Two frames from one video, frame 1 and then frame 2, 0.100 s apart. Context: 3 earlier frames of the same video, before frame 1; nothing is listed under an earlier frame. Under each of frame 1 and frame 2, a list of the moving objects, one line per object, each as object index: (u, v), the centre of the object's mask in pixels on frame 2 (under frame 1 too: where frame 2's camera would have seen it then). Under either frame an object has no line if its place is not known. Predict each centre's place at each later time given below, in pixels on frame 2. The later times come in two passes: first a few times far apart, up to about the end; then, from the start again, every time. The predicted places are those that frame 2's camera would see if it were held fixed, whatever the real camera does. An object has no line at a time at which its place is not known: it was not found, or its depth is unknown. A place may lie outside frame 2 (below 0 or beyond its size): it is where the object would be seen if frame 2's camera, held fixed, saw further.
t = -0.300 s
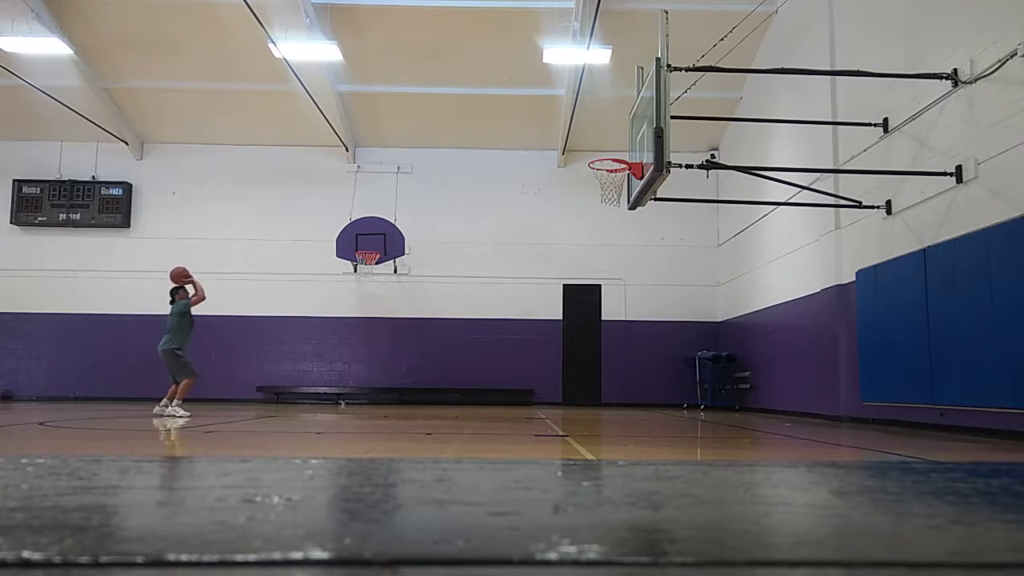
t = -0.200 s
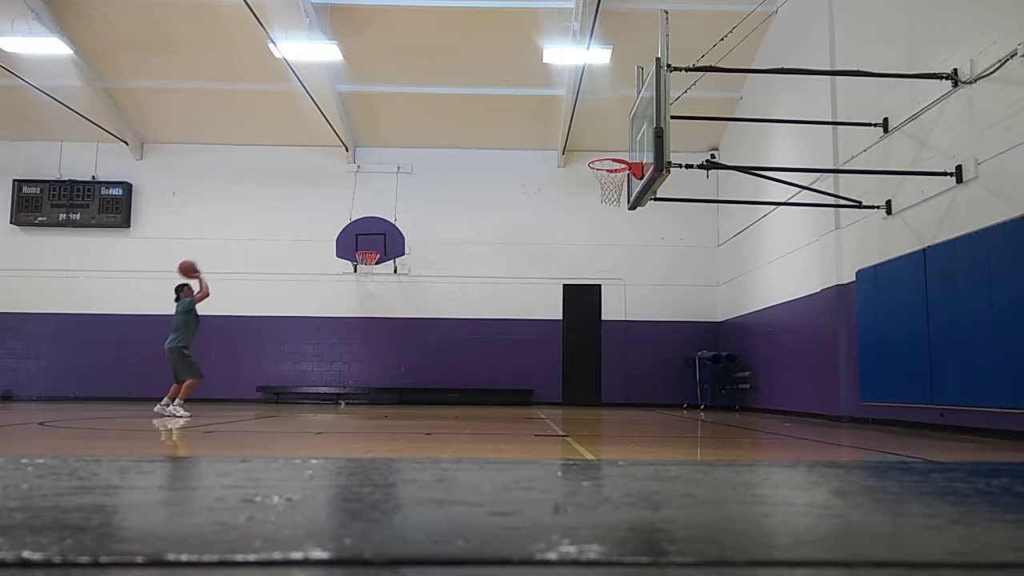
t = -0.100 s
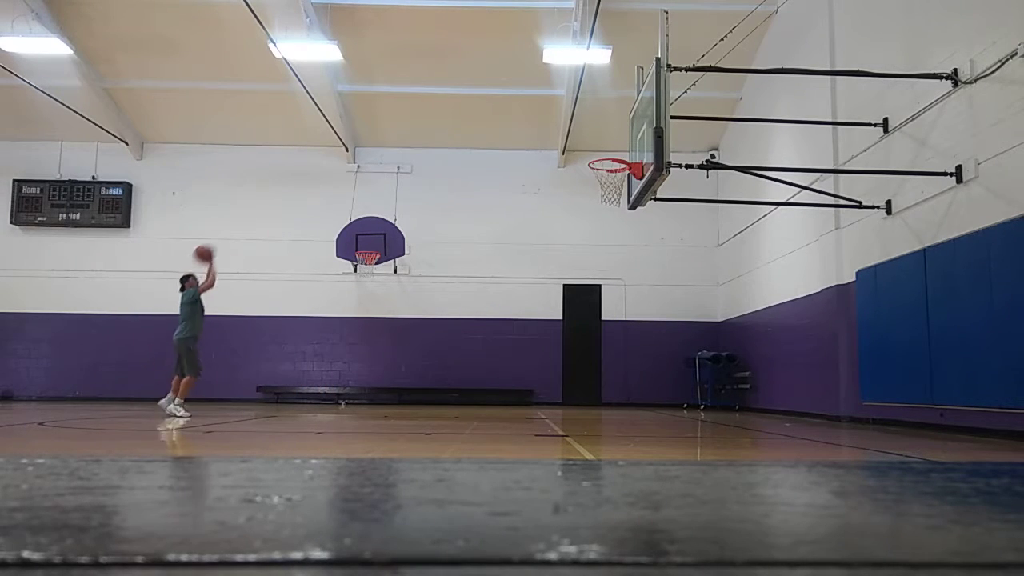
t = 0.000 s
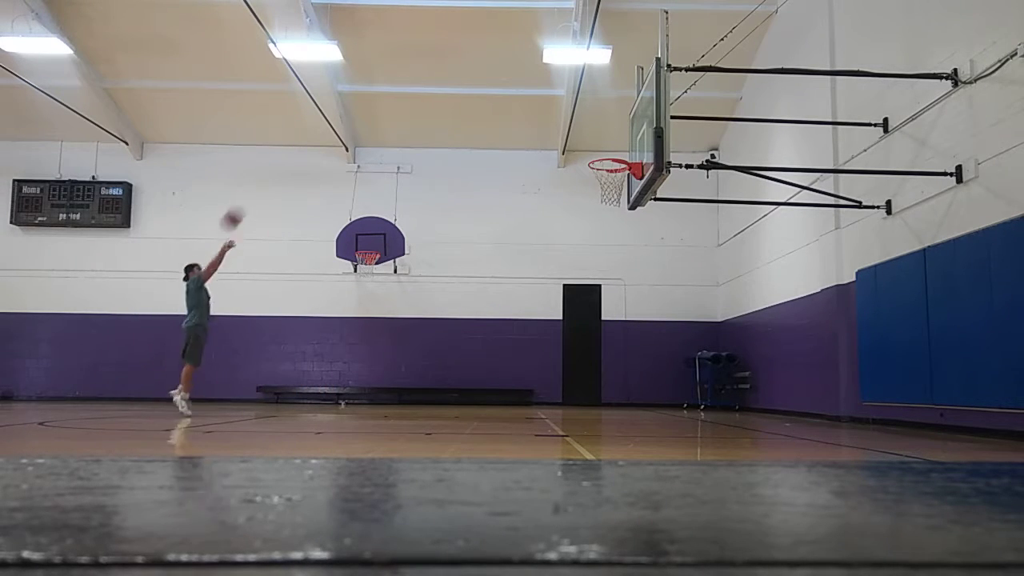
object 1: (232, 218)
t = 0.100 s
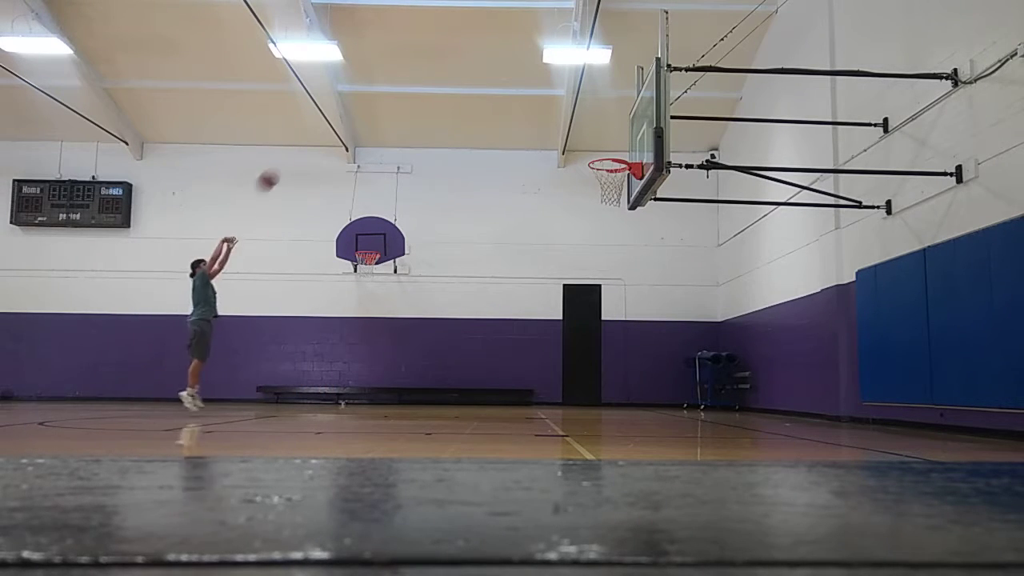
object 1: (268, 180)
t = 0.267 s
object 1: (324, 133)
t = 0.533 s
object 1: (417, 94)
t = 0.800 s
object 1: (509, 109)
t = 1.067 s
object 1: (576, 154)
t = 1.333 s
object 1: (524, 136)
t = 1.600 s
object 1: (479, 169)
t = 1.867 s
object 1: (437, 247)
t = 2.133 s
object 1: (396, 365)
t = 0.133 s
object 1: (279, 169)
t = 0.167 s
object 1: (291, 158)
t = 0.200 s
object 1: (302, 149)
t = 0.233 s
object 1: (314, 140)
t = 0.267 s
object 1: (324, 133)
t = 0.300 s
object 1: (338, 124)
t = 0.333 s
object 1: (349, 119)
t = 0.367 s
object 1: (359, 113)
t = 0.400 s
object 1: (370, 107)
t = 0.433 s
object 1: (382, 103)
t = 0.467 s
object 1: (393, 99)
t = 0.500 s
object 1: (404, 97)
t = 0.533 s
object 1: (417, 94)
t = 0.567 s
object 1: (428, 93)
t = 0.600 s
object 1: (440, 93)
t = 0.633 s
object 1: (452, 94)
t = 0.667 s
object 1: (463, 95)
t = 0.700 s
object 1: (474, 97)
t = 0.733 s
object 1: (485, 100)
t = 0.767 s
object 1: (498, 104)
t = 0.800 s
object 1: (509, 109)
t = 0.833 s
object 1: (521, 115)
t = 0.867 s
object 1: (533, 122)
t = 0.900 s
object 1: (545, 129)
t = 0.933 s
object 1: (555, 136)
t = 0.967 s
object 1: (569, 148)
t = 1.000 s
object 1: (580, 156)
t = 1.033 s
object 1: (583, 160)
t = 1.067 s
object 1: (576, 154)
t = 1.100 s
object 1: (570, 149)
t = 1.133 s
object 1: (563, 144)
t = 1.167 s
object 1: (555, 140)
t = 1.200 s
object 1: (549, 138)
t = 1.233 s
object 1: (543, 136)
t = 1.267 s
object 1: (537, 135)
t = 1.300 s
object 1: (531, 135)
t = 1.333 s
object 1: (524, 136)
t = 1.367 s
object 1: (518, 137)
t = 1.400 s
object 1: (513, 139)
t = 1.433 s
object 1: (506, 143)
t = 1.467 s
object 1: (501, 146)
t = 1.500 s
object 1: (495, 151)
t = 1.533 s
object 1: (489, 156)
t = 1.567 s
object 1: (484, 163)
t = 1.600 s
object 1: (479, 169)
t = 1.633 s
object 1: (473, 177)
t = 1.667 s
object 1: (468, 185)
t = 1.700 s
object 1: (463, 194)
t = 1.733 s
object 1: (457, 203)
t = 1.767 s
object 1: (452, 213)
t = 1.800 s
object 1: (447, 224)
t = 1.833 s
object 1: (442, 236)
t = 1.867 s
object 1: (437, 247)
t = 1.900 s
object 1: (432, 260)
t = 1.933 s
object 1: (427, 273)
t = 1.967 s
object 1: (422, 287)
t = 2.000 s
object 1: (418, 301)
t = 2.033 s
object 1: (413, 314)
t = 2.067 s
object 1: (405, 331)
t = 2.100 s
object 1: (402, 346)
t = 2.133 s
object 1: (396, 365)
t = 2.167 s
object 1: (392, 381)
